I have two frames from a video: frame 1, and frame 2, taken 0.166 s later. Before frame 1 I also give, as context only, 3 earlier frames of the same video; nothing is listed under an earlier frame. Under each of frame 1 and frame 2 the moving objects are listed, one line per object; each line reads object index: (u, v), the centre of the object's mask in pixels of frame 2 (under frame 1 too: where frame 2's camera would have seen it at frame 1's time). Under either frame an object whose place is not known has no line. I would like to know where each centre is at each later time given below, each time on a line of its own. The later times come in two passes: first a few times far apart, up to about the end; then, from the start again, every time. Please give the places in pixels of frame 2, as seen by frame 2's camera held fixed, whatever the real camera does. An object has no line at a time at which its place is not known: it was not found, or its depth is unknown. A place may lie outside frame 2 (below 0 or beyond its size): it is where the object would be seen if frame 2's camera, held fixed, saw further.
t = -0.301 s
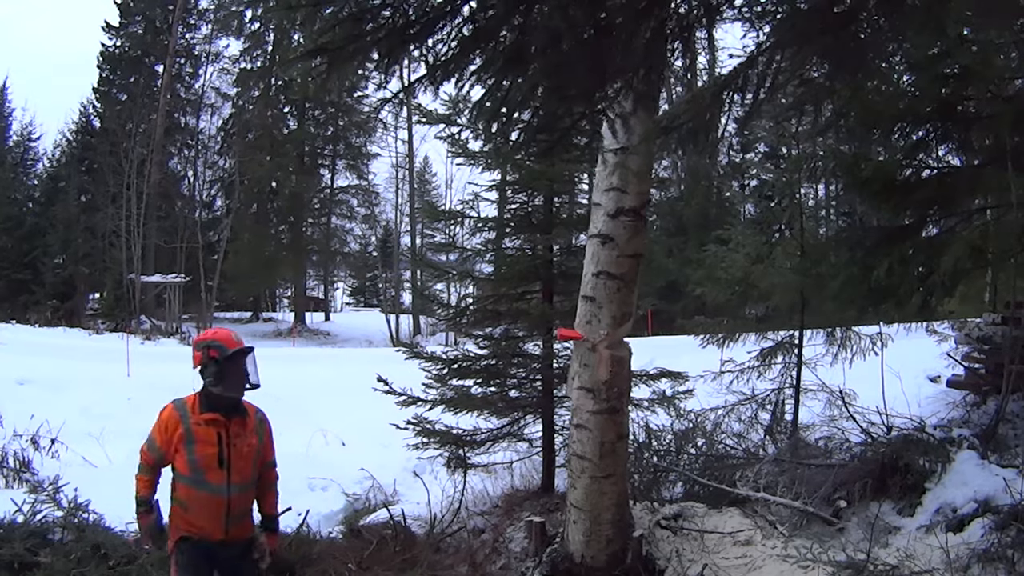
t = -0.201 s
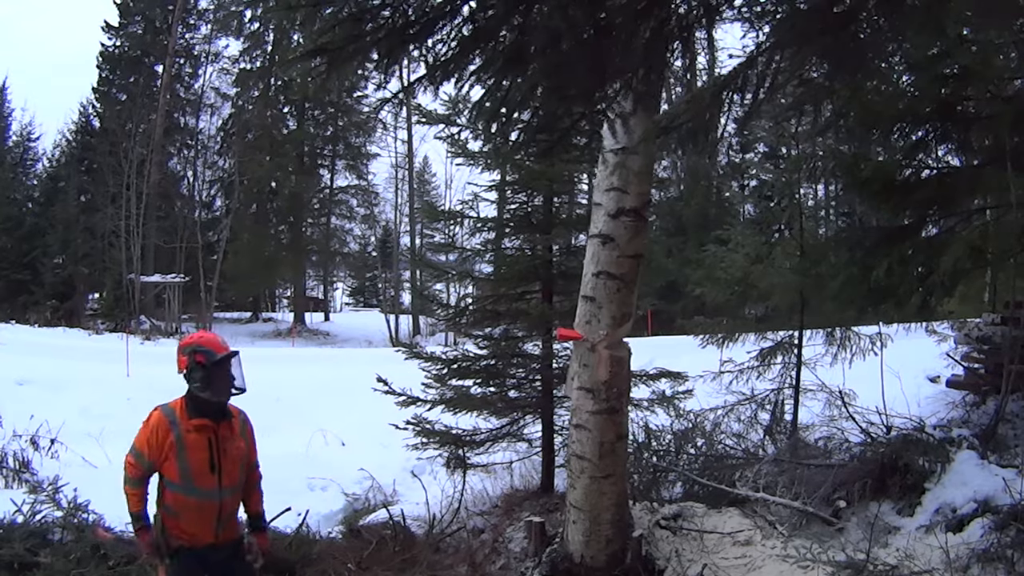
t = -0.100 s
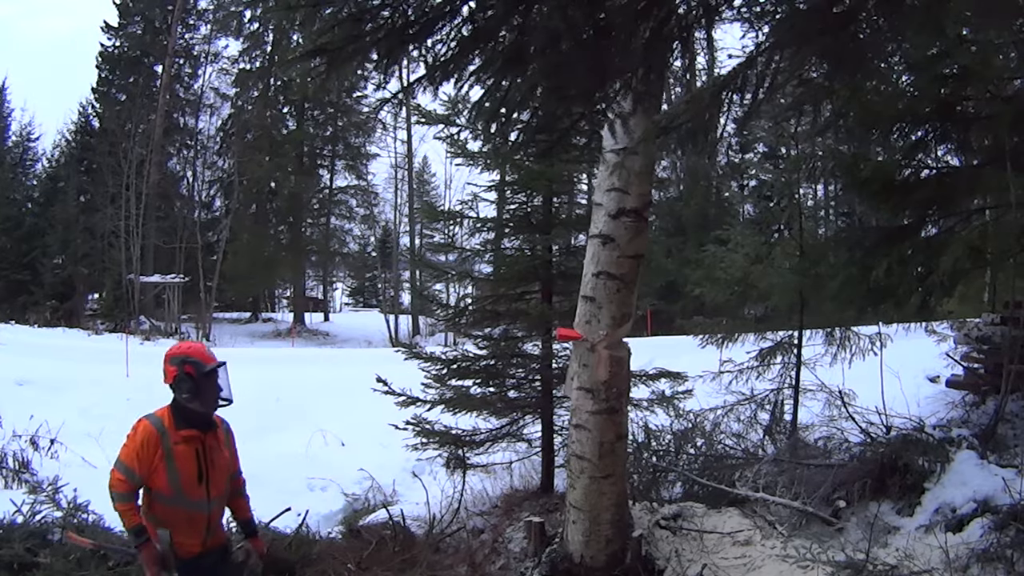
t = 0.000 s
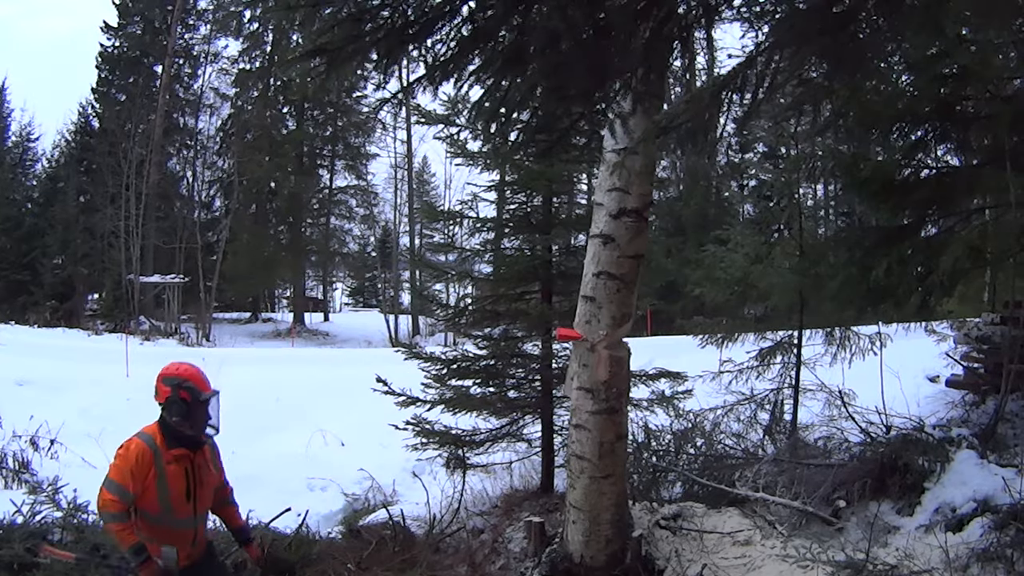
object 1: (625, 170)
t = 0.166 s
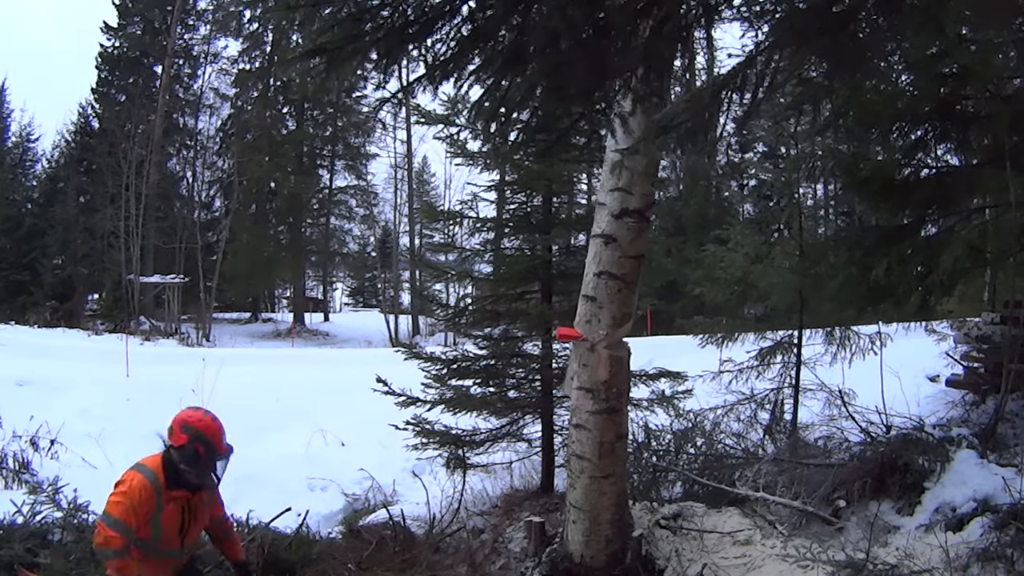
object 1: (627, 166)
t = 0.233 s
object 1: (628, 166)
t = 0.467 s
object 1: (633, 167)
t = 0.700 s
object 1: (641, 174)
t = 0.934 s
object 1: (647, 182)
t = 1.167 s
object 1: (660, 175)
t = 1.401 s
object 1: (672, 174)
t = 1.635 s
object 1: (684, 176)
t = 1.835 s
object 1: (679, 208)
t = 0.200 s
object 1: (628, 166)
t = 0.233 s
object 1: (628, 166)
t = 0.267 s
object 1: (629, 166)
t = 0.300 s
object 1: (630, 165)
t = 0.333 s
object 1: (631, 166)
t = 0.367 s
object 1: (631, 165)
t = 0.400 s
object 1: (632, 165)
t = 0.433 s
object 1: (633, 167)
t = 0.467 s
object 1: (633, 167)
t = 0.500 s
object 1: (634, 166)
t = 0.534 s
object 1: (635, 180)
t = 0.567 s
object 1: (635, 180)
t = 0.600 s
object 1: (638, 176)
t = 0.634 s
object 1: (638, 173)
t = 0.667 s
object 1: (639, 174)
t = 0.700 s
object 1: (641, 174)
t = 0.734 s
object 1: (641, 172)
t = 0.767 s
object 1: (642, 172)
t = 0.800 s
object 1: (643, 173)
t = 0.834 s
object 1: (644, 173)
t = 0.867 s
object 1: (646, 174)
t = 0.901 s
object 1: (648, 177)
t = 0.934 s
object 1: (647, 182)
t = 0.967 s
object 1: (651, 178)
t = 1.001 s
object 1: (652, 177)
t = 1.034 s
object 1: (654, 177)
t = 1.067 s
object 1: (655, 176)
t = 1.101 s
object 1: (657, 175)
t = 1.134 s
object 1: (658, 173)
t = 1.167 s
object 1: (660, 175)
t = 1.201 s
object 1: (661, 174)
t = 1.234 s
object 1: (663, 175)
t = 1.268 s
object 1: (664, 175)
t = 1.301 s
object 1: (665, 176)
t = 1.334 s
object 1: (668, 174)
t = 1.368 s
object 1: (670, 174)
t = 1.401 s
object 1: (672, 174)
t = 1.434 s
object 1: (673, 174)
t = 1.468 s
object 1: (675, 173)
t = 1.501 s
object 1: (677, 173)
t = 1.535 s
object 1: (678, 174)
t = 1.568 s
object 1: (680, 176)
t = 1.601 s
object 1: (682, 175)
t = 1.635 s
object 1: (684, 176)
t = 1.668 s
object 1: (683, 181)
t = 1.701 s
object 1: (683, 184)
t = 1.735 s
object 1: (686, 185)
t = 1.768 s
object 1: (680, 197)
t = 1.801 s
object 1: (680, 203)
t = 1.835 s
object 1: (679, 208)
